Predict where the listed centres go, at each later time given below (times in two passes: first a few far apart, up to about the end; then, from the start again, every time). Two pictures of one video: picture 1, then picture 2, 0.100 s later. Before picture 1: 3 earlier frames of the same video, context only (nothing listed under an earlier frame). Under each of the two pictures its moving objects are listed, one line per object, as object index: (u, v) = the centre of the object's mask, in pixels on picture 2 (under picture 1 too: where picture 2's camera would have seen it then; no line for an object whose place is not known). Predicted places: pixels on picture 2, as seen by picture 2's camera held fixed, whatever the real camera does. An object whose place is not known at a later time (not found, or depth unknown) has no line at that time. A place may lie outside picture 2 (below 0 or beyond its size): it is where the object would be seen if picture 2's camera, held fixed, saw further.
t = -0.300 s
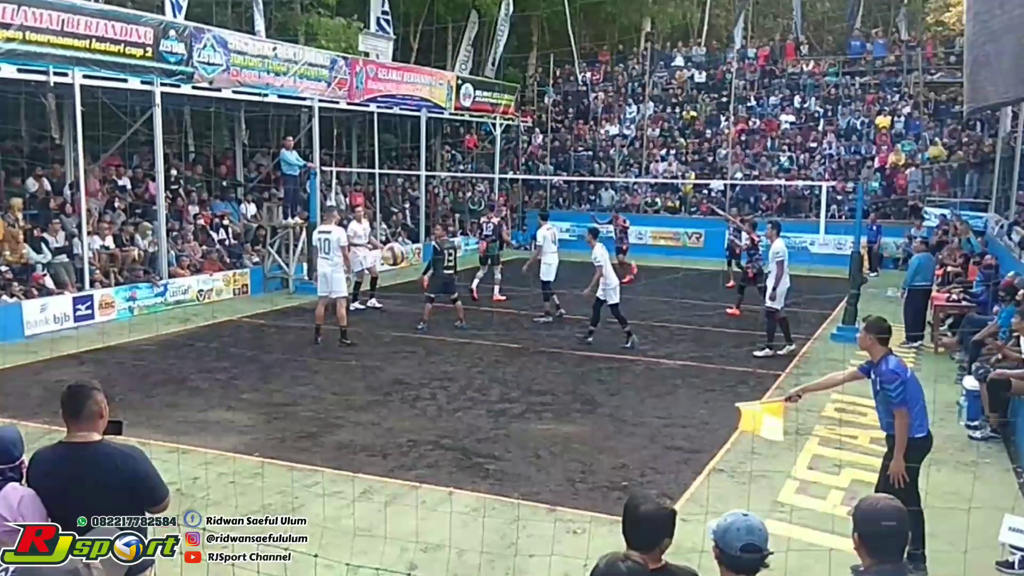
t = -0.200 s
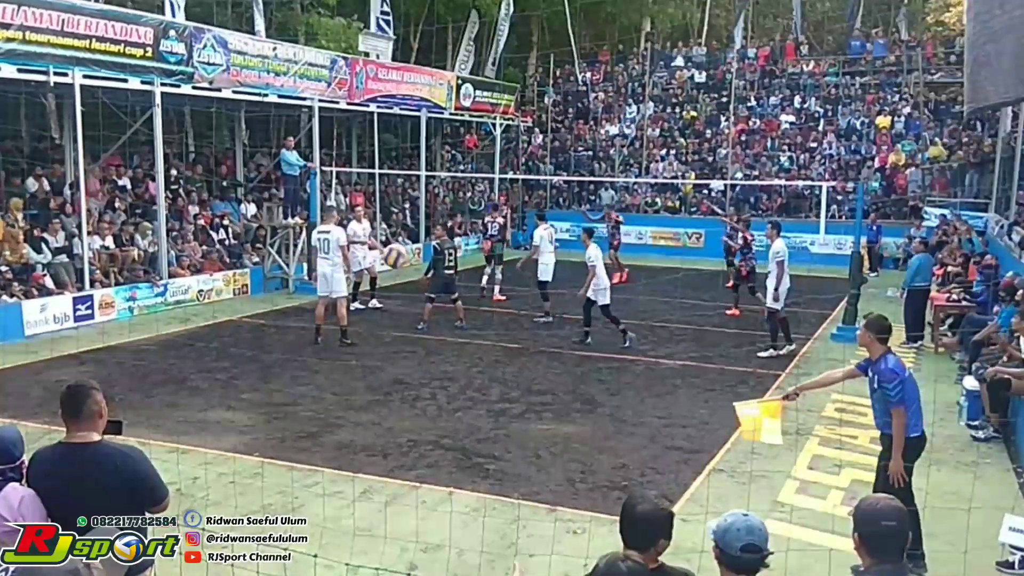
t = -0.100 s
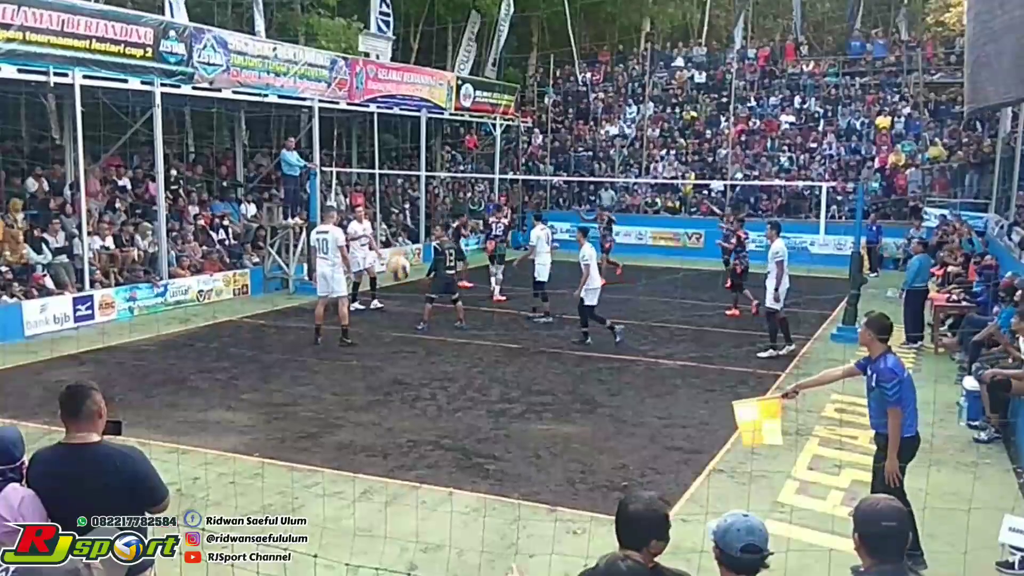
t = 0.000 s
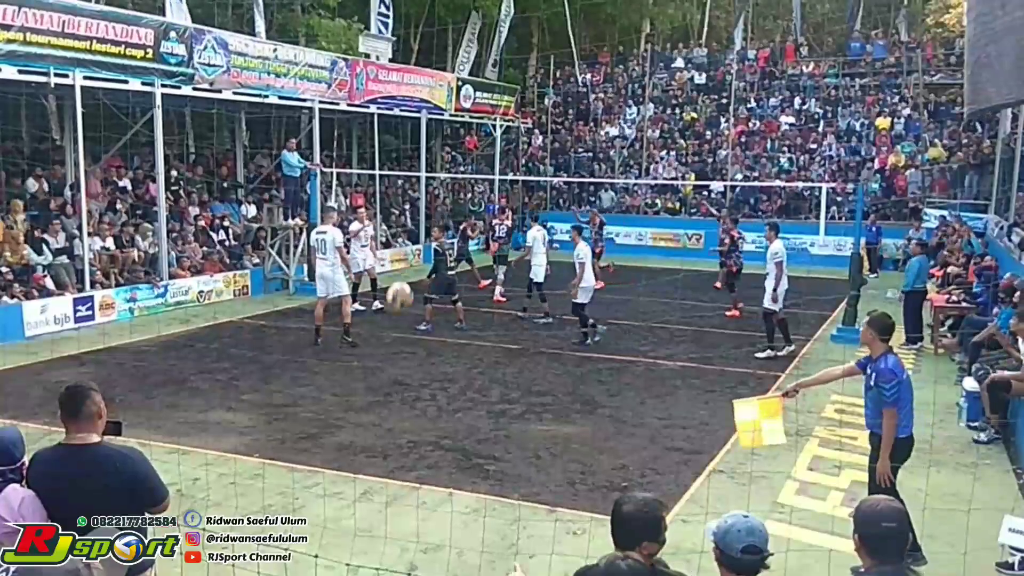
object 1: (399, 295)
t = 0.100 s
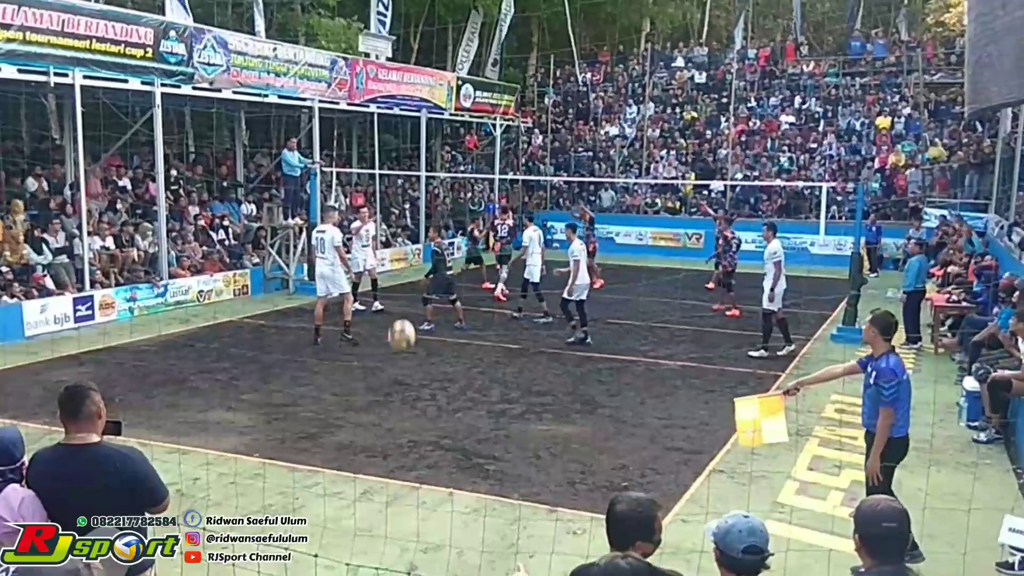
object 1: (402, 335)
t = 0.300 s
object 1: (405, 463)
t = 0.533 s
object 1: (415, 480)
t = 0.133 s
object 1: (403, 352)
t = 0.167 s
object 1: (403, 370)
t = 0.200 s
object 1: (403, 390)
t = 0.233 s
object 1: (404, 413)
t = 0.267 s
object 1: (405, 437)
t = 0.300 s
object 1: (405, 463)
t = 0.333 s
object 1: (407, 491)
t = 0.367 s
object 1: (408, 523)
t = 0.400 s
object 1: (408, 534)
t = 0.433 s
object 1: (410, 519)
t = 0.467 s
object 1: (410, 504)
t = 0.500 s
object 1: (414, 491)
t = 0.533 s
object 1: (415, 480)
